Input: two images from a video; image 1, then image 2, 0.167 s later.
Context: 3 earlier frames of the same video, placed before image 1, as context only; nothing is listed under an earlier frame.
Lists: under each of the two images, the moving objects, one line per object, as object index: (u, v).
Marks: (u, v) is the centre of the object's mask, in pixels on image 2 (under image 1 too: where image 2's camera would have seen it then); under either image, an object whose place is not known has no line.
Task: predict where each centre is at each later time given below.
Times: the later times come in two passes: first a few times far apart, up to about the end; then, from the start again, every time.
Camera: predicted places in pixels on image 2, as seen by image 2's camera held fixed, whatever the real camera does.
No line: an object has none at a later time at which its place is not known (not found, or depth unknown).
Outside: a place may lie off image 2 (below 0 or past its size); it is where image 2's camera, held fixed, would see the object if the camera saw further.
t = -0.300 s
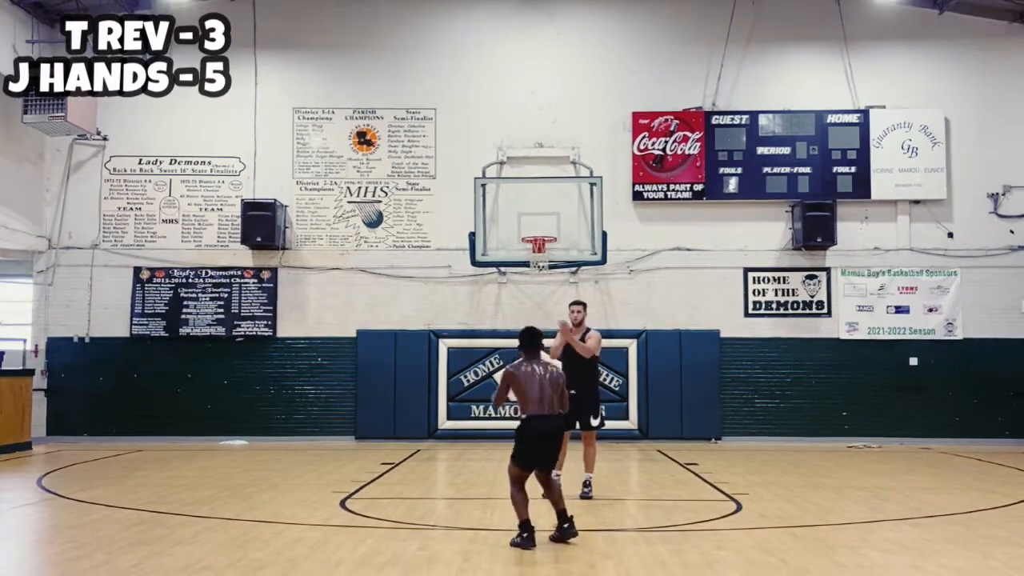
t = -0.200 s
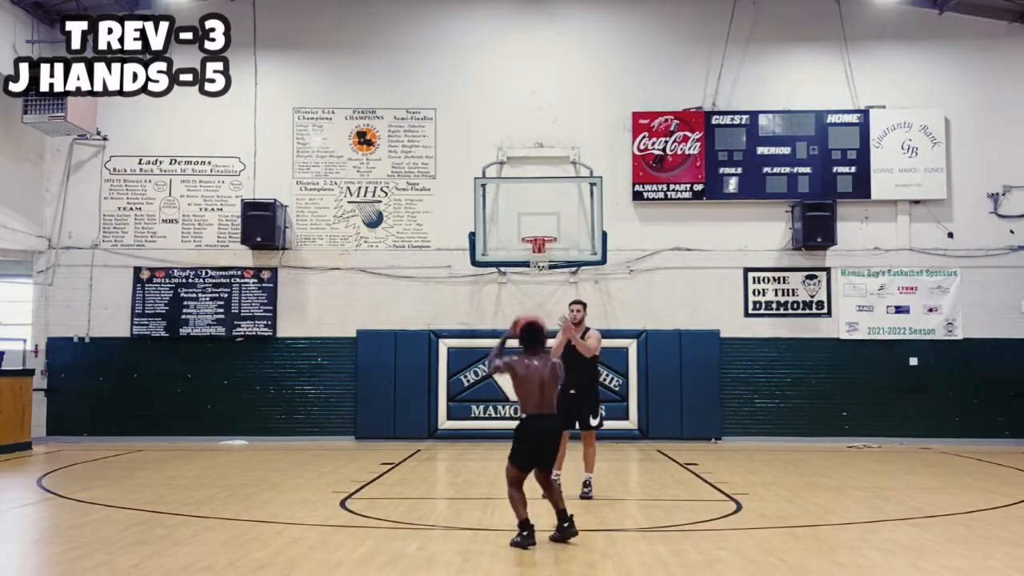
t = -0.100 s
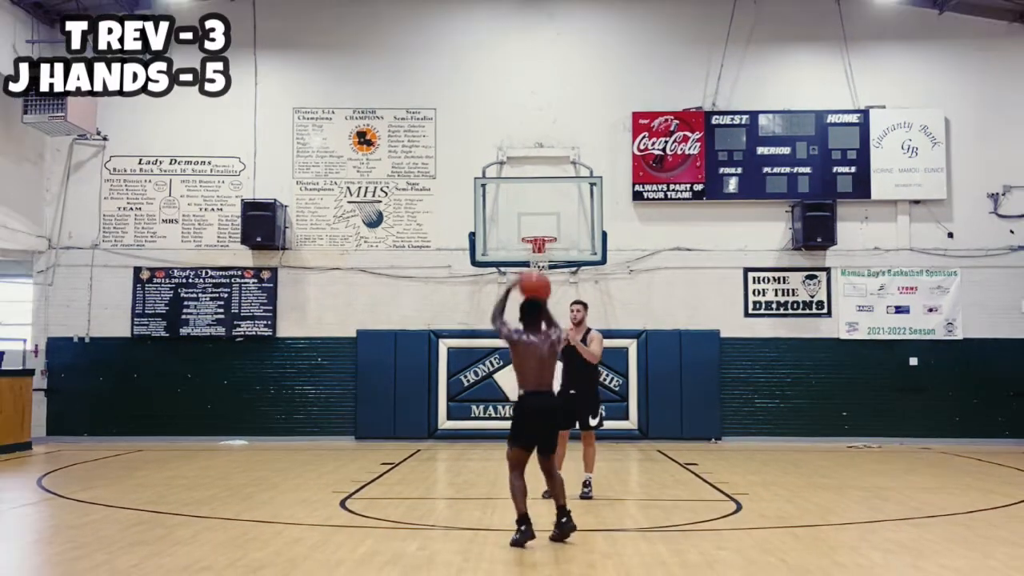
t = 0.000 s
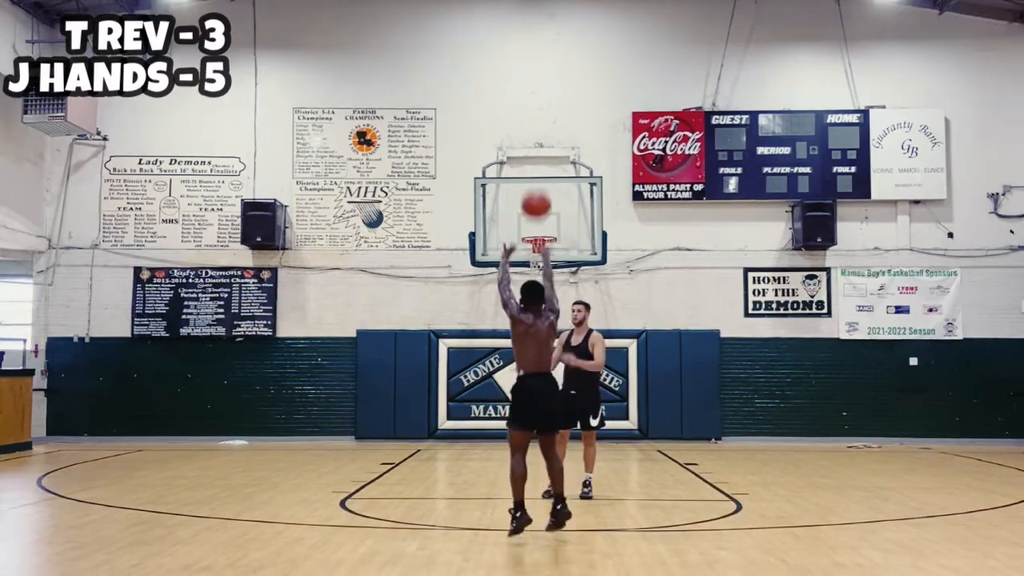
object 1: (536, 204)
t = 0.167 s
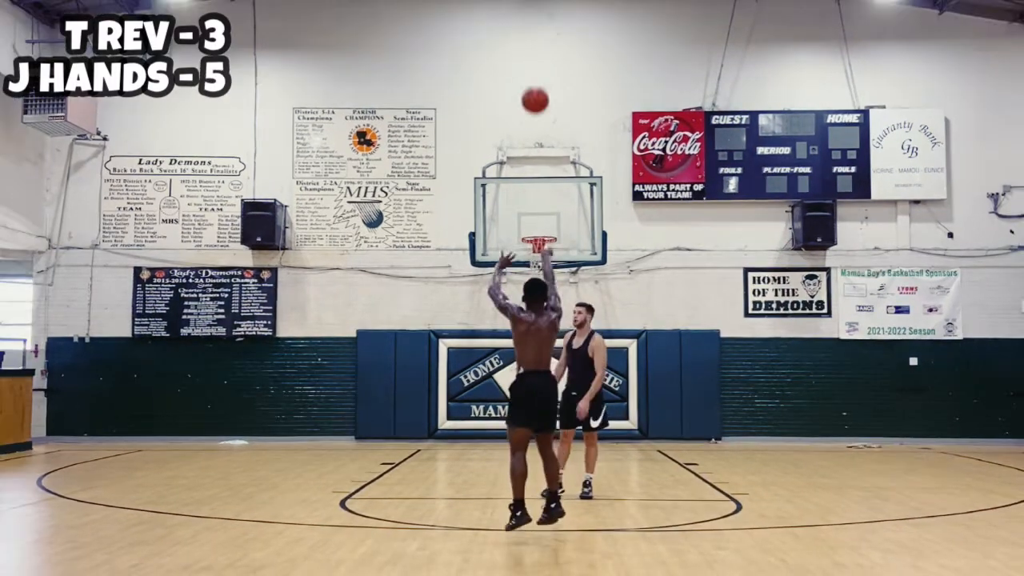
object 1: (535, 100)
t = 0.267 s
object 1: (535, 62)
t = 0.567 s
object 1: (534, 26)
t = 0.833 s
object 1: (534, 63)
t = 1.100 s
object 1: (534, 145)
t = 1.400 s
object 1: (540, 232)
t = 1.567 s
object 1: (540, 198)
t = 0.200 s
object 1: (535, 85)
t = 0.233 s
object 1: (535, 73)
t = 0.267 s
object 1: (535, 62)
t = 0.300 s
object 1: (535, 53)
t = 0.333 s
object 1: (535, 45)
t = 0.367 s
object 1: (535, 38)
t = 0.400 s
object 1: (535, 33)
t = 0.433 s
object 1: (535, 29)
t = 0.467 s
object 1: (535, 27)
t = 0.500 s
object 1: (534, 25)
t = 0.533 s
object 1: (534, 25)
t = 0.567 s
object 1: (534, 26)
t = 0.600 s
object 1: (534, 27)
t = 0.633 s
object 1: (534, 30)
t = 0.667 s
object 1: (534, 33)
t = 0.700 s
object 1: (534, 37)
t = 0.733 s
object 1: (534, 43)
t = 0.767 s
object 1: (534, 49)
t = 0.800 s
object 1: (534, 55)
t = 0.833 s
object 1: (534, 63)
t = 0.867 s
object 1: (534, 71)
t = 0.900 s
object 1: (534, 80)
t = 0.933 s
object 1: (534, 89)
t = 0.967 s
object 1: (534, 99)
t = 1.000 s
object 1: (534, 110)
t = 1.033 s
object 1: (534, 121)
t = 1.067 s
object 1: (534, 133)
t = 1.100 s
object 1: (534, 145)
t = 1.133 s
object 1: (534, 158)
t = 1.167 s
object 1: (534, 171)
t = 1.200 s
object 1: (534, 185)
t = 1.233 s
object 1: (534, 199)
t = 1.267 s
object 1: (534, 214)
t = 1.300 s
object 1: (534, 228)
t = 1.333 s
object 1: (536, 231)
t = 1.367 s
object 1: (539, 232)
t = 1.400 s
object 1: (540, 232)
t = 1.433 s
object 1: (540, 225)
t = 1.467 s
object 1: (540, 217)
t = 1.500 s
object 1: (541, 210)
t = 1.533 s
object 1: (540, 204)
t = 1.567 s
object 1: (540, 198)
